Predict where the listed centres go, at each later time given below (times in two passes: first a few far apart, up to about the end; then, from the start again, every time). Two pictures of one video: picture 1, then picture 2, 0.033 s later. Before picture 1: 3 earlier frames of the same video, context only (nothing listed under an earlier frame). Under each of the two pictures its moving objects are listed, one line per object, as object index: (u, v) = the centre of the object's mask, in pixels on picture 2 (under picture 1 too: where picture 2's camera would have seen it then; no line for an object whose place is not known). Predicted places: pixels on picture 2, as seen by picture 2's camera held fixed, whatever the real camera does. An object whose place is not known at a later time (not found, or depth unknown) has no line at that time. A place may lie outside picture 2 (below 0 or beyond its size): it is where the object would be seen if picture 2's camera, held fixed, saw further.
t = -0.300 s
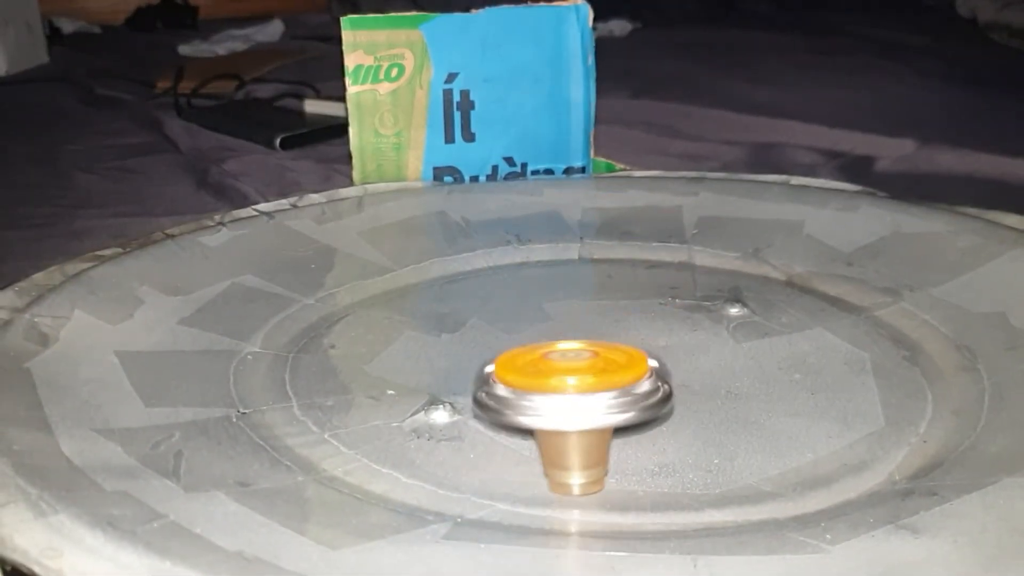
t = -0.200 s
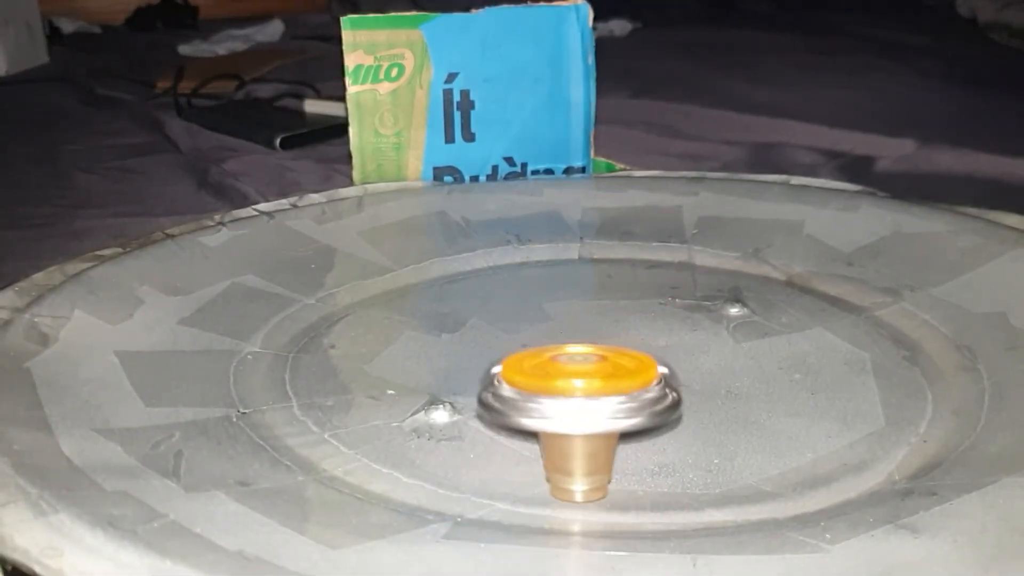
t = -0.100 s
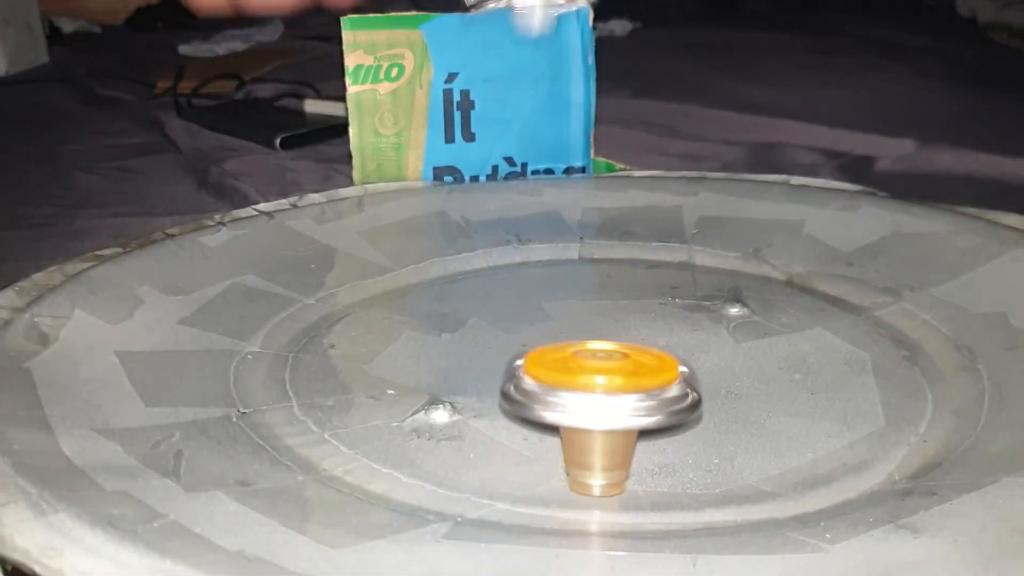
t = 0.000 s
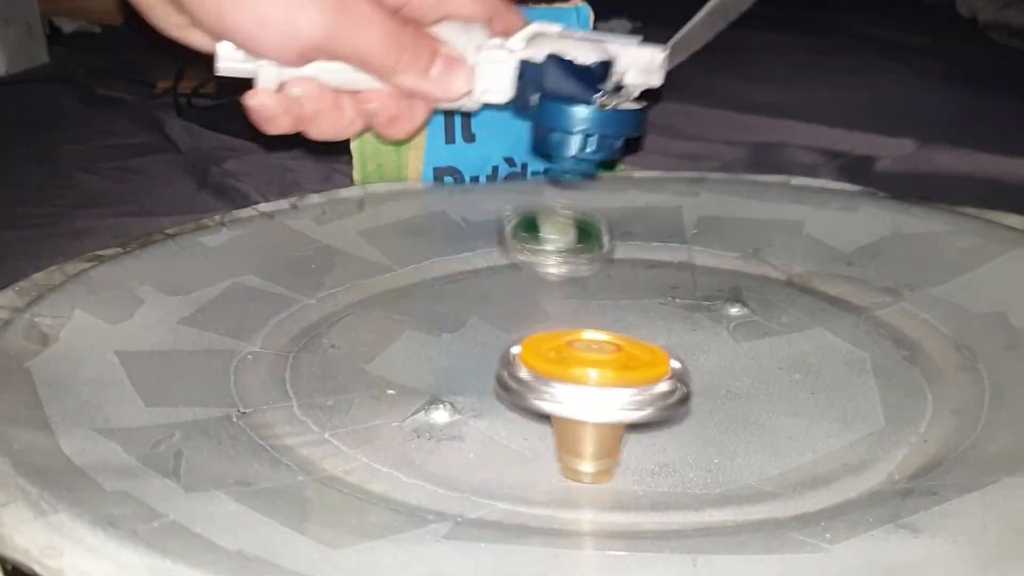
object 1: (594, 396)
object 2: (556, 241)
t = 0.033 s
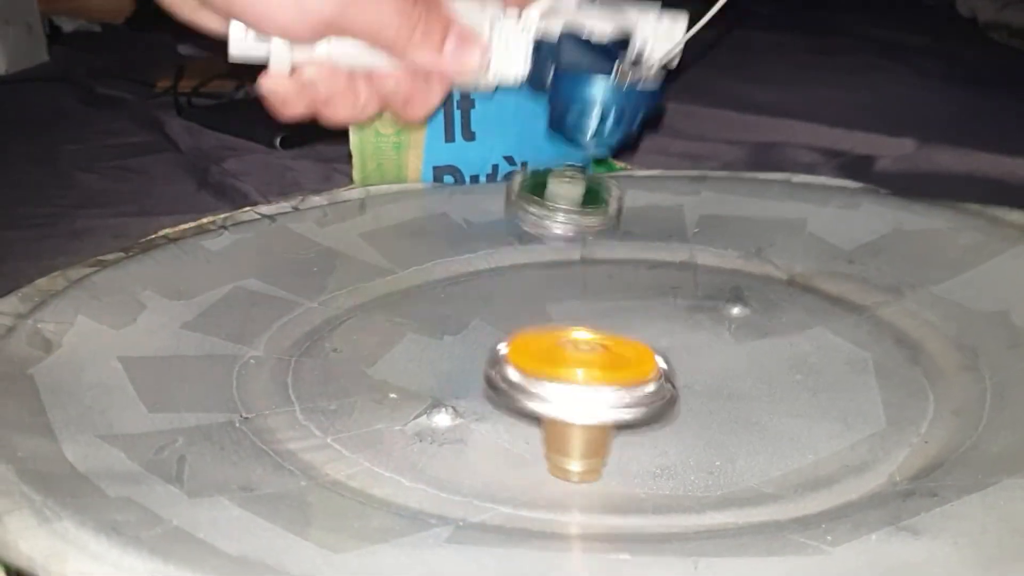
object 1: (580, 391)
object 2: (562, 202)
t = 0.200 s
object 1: (510, 364)
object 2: (594, 215)
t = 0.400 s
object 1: (481, 349)
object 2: (578, 192)
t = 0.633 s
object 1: (574, 326)
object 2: (550, 184)
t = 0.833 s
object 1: (652, 291)
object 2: (518, 185)
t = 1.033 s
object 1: (667, 241)
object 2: (532, 203)
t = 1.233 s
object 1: (680, 212)
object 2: (568, 226)
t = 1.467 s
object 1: (661, 199)
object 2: (591, 251)
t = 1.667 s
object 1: (646, 200)
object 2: (635, 269)
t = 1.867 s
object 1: (672, 198)
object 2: (654, 263)
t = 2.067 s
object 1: (719, 183)
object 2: (641, 253)
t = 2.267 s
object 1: (712, 159)
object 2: (669, 247)
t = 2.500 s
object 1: (684, 154)
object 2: (711, 244)
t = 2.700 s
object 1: (669, 185)
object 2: (770, 244)
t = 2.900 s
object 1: (651, 231)
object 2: (797, 240)
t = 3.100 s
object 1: (631, 260)
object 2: (800, 252)
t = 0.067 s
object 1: (565, 385)
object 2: (570, 179)
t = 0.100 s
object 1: (549, 379)
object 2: (577, 181)
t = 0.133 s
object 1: (535, 374)
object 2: (581, 206)
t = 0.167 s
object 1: (524, 370)
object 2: (589, 223)
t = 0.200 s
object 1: (510, 364)
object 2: (594, 215)
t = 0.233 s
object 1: (498, 360)
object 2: (591, 209)
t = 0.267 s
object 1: (486, 355)
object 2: (585, 204)
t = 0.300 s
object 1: (474, 350)
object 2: (580, 201)
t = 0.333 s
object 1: (470, 346)
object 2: (581, 196)
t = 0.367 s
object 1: (475, 349)
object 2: (581, 194)
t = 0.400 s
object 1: (481, 349)
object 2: (578, 192)
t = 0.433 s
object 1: (480, 345)
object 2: (573, 191)
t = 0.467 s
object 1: (484, 339)
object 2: (568, 189)
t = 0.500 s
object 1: (493, 334)
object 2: (565, 188)
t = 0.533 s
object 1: (509, 331)
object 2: (561, 188)
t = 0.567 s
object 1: (531, 330)
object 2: (557, 187)
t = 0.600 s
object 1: (553, 328)
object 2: (553, 185)
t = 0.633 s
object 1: (574, 326)
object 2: (550, 184)
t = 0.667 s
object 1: (597, 323)
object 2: (545, 183)
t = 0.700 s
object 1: (613, 319)
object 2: (539, 182)
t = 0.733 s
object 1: (627, 313)
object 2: (533, 181)
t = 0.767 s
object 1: (637, 307)
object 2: (528, 181)
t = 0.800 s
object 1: (646, 299)
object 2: (523, 183)
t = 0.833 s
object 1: (652, 291)
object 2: (518, 185)
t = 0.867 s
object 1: (657, 282)
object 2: (513, 188)
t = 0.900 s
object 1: (657, 273)
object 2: (509, 191)
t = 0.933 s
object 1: (658, 265)
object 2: (509, 194)
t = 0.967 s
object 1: (660, 257)
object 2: (513, 197)
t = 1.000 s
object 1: (666, 248)
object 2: (522, 200)
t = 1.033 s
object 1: (667, 241)
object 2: (532, 203)
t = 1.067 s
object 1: (670, 234)
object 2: (545, 205)
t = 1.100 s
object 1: (671, 228)
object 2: (555, 206)
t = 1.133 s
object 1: (675, 222)
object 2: (562, 209)
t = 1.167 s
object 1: (678, 217)
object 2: (567, 211)
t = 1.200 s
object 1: (680, 214)
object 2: (570, 217)
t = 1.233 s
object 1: (680, 212)
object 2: (568, 226)
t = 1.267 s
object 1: (681, 209)
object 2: (568, 232)
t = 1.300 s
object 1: (679, 205)
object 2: (570, 234)
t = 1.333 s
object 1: (676, 204)
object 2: (576, 238)
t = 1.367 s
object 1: (673, 202)
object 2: (581, 241)
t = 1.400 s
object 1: (667, 202)
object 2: (585, 244)
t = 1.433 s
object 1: (661, 200)
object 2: (590, 247)
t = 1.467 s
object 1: (661, 199)
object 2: (591, 251)
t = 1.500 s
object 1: (660, 198)
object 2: (590, 257)
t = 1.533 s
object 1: (657, 198)
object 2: (594, 261)
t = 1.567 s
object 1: (651, 198)
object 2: (603, 264)
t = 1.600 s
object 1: (647, 199)
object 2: (613, 266)
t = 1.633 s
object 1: (646, 199)
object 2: (624, 267)
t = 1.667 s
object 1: (646, 200)
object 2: (635, 269)
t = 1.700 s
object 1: (646, 201)
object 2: (644, 268)
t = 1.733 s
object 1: (647, 198)
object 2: (652, 267)
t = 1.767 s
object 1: (650, 183)
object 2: (651, 264)
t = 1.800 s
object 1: (655, 186)
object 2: (647, 267)
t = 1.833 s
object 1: (663, 197)
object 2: (648, 265)
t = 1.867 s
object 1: (672, 198)
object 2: (654, 263)
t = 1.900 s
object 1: (677, 196)
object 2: (660, 260)
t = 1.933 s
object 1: (686, 193)
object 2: (664, 257)
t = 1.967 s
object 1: (693, 193)
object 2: (666, 255)
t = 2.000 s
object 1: (704, 187)
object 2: (657, 252)
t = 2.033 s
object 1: (714, 186)
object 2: (645, 254)
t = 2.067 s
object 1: (719, 183)
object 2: (641, 253)
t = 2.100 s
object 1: (722, 178)
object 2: (641, 252)
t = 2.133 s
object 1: (723, 174)
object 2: (643, 251)
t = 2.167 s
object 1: (721, 169)
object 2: (648, 250)
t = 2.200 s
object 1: (719, 165)
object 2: (655, 249)
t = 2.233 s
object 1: (716, 162)
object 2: (662, 248)
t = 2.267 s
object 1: (712, 159)
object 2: (669, 247)
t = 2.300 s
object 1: (709, 158)
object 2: (676, 246)
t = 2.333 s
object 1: (705, 156)
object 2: (682, 245)
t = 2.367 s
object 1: (702, 155)
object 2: (676, 244)
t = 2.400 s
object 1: (699, 153)
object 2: (698, 245)
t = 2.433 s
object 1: (694, 152)
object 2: (705, 245)
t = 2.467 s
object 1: (689, 153)
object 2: (702, 245)
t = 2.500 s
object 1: (684, 154)
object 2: (711, 244)
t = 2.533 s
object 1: (679, 158)
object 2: (719, 243)
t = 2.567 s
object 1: (674, 162)
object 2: (728, 242)
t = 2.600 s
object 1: (670, 167)
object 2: (747, 242)
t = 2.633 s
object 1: (669, 174)
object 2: (754, 242)
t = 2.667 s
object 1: (668, 179)
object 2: (761, 243)
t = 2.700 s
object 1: (669, 185)
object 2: (770, 244)
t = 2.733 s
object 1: (669, 191)
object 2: (780, 244)
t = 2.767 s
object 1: (666, 200)
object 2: (790, 245)
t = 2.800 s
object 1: (661, 210)
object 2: (797, 244)
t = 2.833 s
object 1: (656, 217)
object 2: (802, 242)
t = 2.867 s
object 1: (654, 225)
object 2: (801, 239)
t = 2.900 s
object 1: (651, 231)
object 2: (797, 240)
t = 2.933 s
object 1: (650, 237)
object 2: (781, 241)
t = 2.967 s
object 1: (647, 242)
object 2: (773, 243)
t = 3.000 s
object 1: (645, 247)
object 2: (763, 245)
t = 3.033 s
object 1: (642, 251)
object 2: (774, 248)
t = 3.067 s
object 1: (638, 256)
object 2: (786, 250)
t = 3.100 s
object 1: (631, 260)
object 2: (800, 252)
